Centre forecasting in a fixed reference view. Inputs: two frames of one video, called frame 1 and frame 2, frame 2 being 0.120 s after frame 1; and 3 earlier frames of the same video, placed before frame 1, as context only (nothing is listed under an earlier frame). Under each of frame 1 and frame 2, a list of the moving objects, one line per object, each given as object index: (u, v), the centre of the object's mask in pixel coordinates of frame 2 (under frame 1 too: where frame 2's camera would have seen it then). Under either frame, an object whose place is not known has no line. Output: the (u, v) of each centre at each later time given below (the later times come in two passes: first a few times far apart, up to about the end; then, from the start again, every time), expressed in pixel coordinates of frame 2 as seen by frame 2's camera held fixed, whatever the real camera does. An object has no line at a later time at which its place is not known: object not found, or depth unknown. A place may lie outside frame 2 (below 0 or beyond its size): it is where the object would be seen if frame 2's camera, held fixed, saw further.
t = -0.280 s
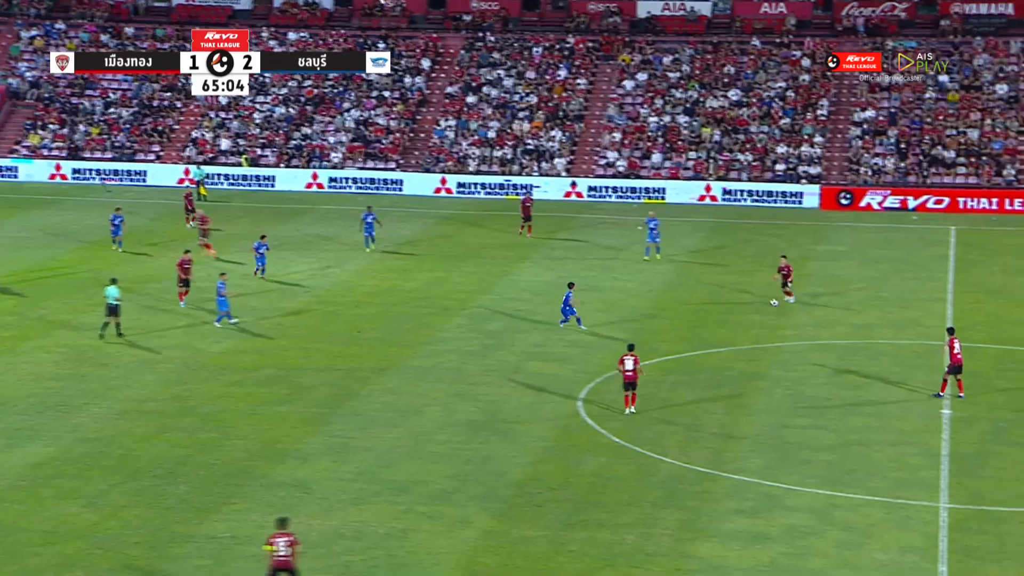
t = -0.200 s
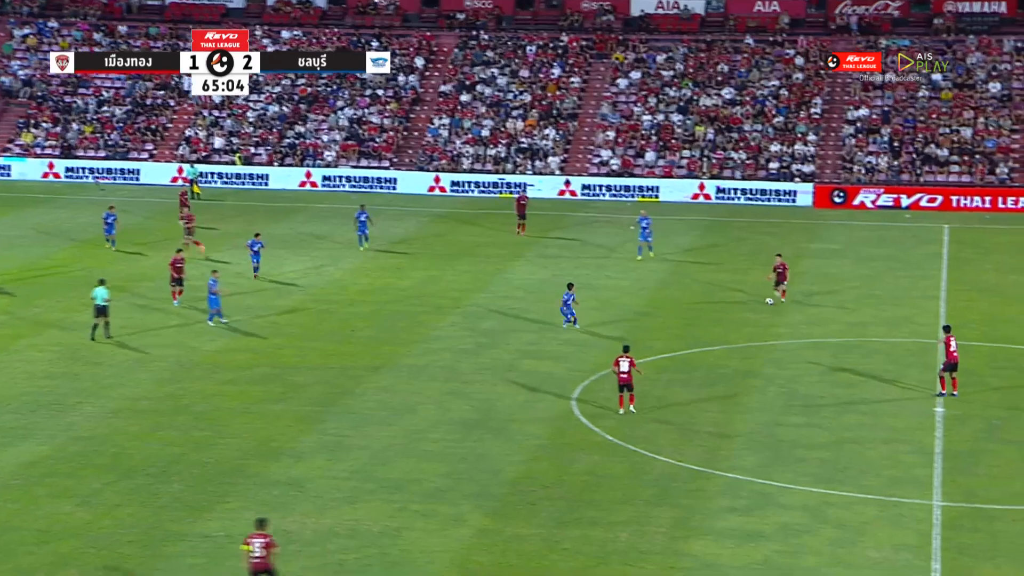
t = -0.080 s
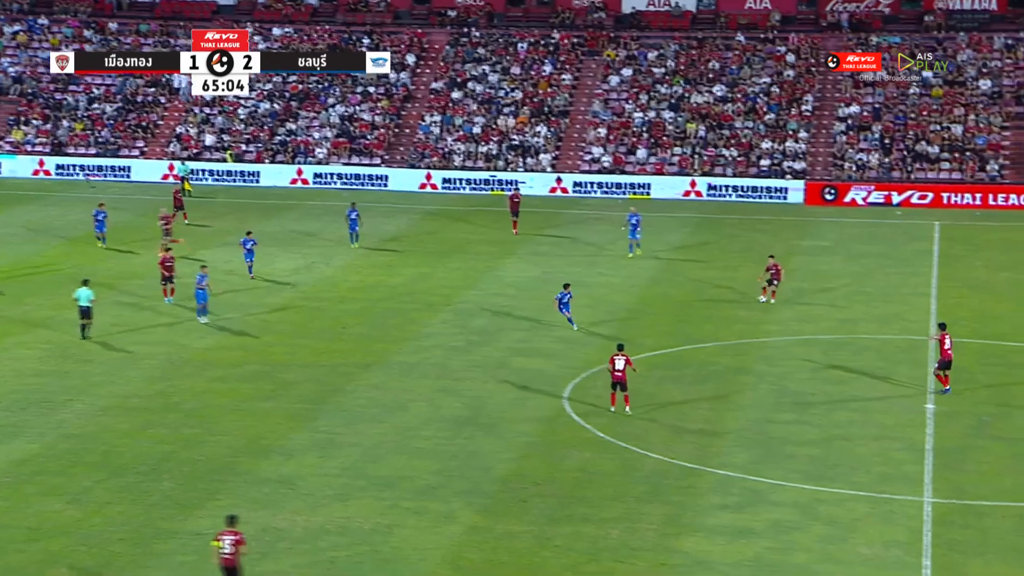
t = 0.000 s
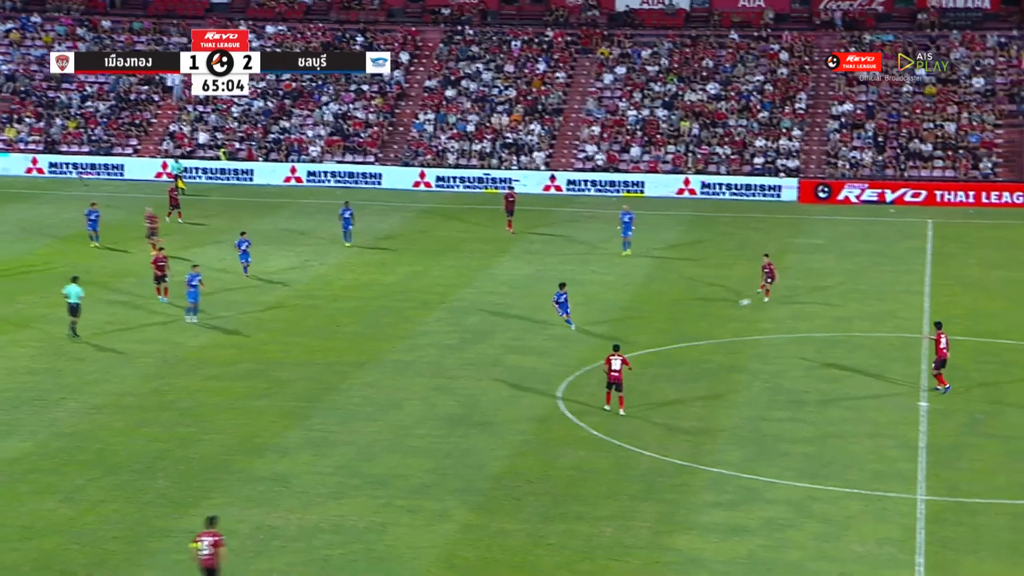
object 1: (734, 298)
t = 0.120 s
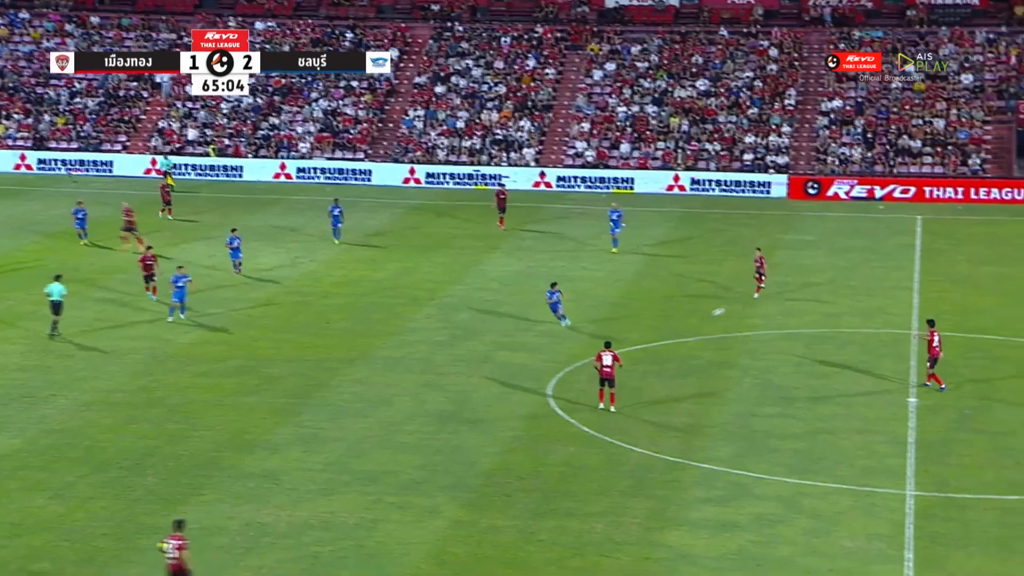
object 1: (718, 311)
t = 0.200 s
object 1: (707, 321)
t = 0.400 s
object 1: (684, 343)
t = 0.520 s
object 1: (672, 353)
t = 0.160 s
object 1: (713, 317)
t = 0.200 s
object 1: (707, 321)
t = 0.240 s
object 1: (703, 324)
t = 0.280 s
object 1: (698, 328)
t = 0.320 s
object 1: (693, 332)
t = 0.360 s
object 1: (689, 337)
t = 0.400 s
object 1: (684, 343)
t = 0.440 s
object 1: (680, 349)
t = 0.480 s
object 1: (676, 351)
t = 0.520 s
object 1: (672, 353)
